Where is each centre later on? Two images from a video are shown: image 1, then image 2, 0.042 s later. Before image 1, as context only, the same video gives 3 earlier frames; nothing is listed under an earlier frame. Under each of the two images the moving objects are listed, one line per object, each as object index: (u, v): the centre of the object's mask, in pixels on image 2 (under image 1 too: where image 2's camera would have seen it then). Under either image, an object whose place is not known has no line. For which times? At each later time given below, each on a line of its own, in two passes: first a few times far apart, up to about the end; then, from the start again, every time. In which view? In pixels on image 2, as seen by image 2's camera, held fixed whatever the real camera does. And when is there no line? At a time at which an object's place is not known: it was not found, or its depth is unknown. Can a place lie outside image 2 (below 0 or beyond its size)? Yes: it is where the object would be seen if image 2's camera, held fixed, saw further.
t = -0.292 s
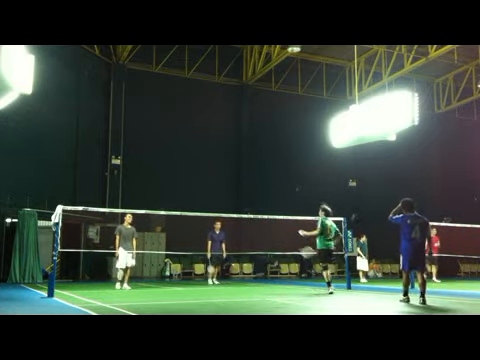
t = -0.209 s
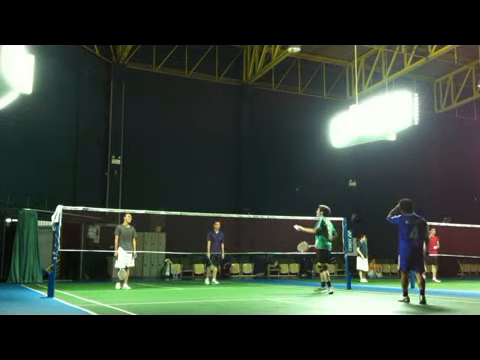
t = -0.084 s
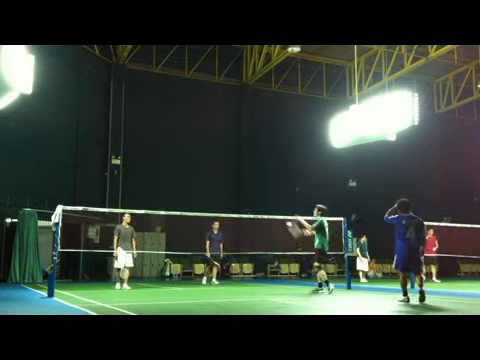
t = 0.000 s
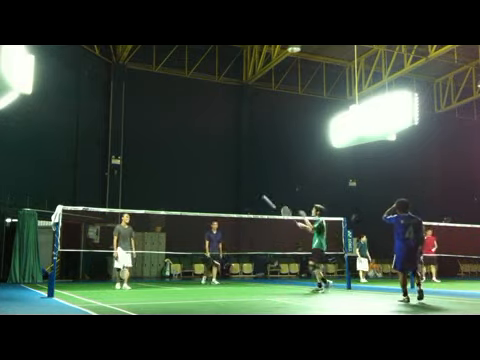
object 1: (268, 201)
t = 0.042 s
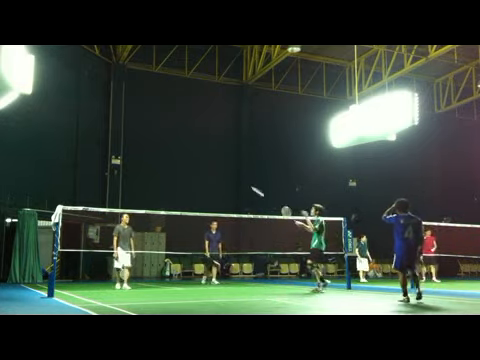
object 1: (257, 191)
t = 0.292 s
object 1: (210, 154)
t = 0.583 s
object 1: (172, 153)
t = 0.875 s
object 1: (144, 183)
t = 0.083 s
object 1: (246, 183)
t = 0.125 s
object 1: (238, 175)
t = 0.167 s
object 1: (230, 167)
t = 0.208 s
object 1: (224, 162)
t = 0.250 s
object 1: (216, 157)
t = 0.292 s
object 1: (210, 154)
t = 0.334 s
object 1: (204, 152)
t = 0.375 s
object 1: (198, 150)
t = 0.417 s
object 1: (192, 149)
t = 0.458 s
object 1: (187, 149)
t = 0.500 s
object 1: (182, 150)
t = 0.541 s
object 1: (176, 151)
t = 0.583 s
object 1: (172, 153)
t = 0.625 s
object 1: (167, 155)
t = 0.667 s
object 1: (163, 158)
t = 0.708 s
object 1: (158, 162)
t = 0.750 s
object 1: (154, 167)
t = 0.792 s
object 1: (151, 172)
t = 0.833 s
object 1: (147, 177)
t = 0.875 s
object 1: (144, 183)
